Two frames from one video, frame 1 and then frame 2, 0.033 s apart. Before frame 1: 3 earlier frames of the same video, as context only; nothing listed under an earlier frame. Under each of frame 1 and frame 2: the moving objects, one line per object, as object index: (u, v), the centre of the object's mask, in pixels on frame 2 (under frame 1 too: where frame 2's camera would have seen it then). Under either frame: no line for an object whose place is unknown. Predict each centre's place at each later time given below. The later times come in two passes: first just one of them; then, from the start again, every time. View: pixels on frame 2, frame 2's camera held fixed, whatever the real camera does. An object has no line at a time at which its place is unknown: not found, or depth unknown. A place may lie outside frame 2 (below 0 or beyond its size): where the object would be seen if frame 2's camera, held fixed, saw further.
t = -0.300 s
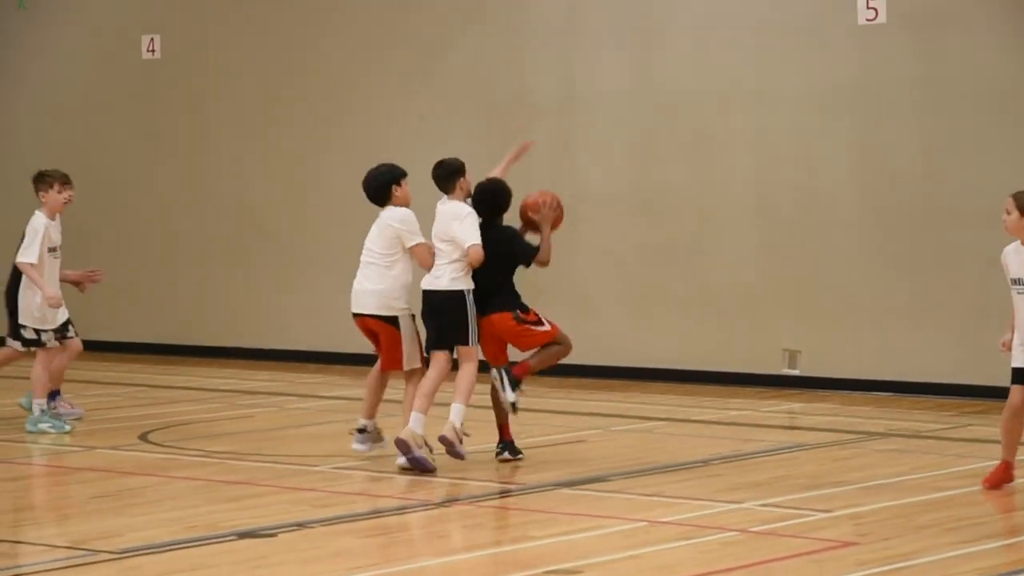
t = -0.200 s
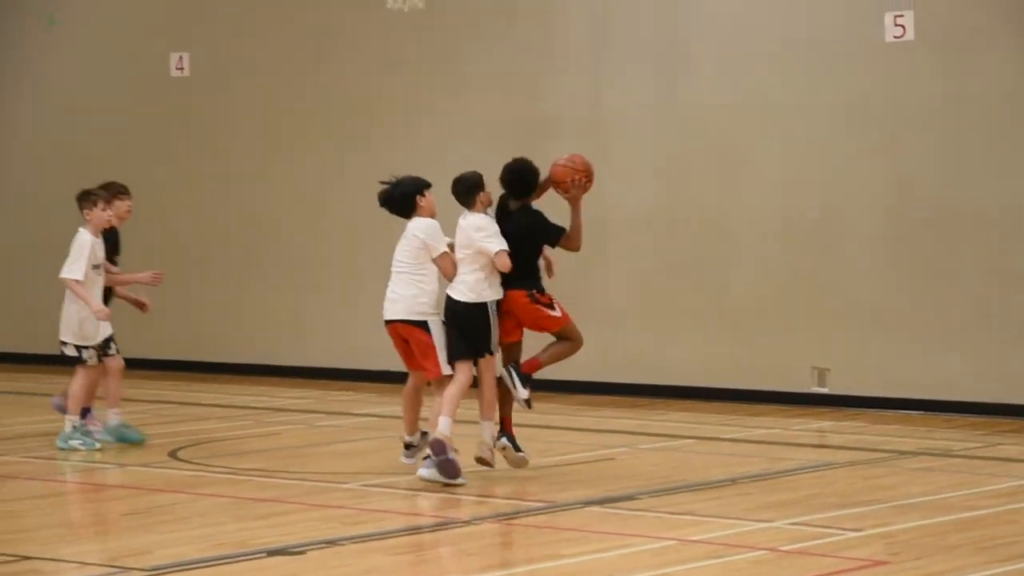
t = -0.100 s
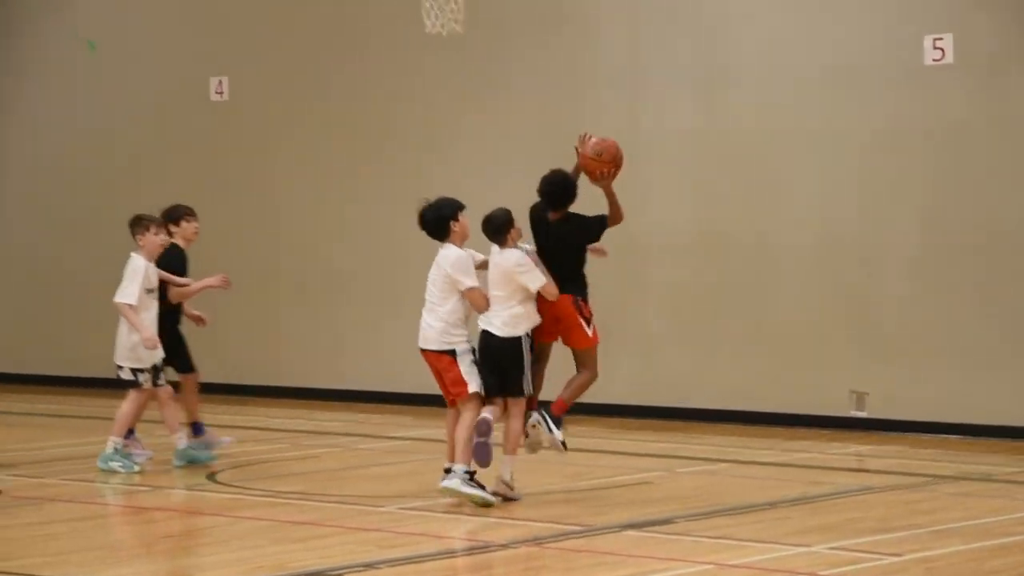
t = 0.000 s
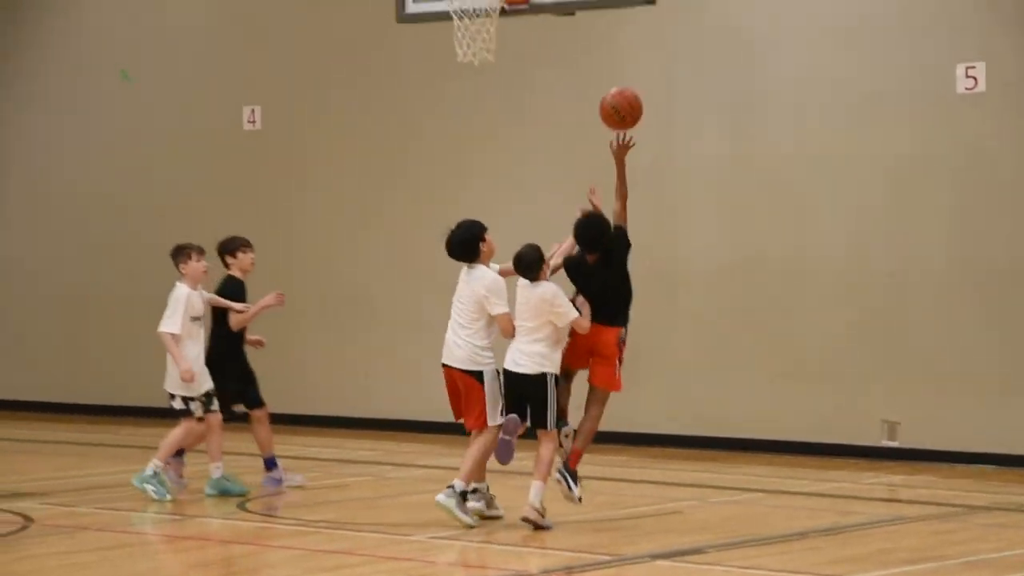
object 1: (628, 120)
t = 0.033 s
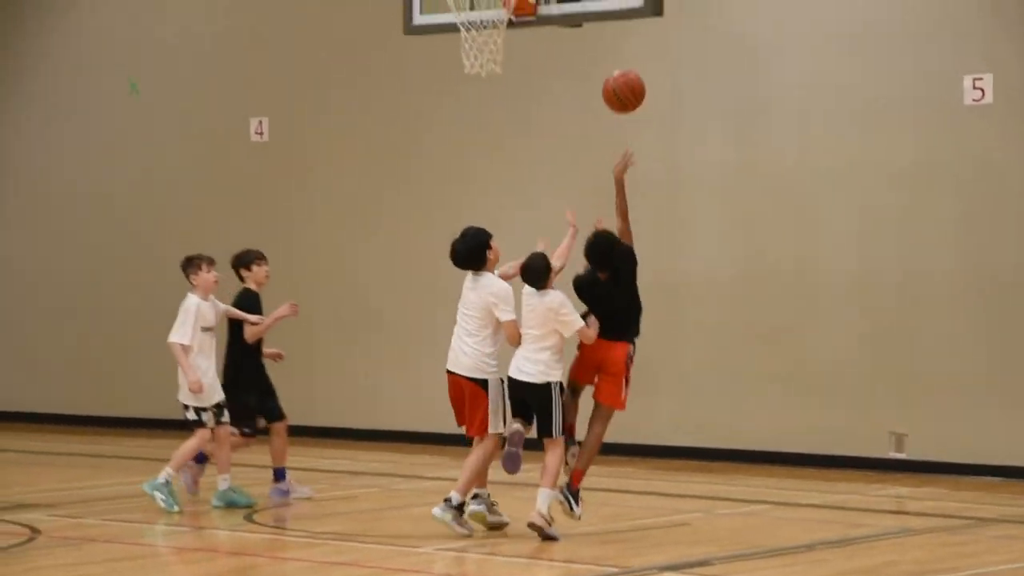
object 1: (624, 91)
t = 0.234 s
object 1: (600, -33)
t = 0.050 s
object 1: (622, 78)
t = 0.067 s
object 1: (620, 65)
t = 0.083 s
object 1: (618, 52)
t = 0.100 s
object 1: (616, 40)
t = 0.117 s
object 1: (614, 29)
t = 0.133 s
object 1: (612, 19)
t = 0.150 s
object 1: (610, 9)
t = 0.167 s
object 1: (608, -1)
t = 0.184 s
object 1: (606, -10)
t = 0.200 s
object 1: (604, -18)
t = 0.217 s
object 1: (603, -26)
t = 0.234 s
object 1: (600, -33)
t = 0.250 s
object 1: (599, -40)
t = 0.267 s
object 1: (597, -46)
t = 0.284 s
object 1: (595, -51)
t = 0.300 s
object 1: (593, -57)
